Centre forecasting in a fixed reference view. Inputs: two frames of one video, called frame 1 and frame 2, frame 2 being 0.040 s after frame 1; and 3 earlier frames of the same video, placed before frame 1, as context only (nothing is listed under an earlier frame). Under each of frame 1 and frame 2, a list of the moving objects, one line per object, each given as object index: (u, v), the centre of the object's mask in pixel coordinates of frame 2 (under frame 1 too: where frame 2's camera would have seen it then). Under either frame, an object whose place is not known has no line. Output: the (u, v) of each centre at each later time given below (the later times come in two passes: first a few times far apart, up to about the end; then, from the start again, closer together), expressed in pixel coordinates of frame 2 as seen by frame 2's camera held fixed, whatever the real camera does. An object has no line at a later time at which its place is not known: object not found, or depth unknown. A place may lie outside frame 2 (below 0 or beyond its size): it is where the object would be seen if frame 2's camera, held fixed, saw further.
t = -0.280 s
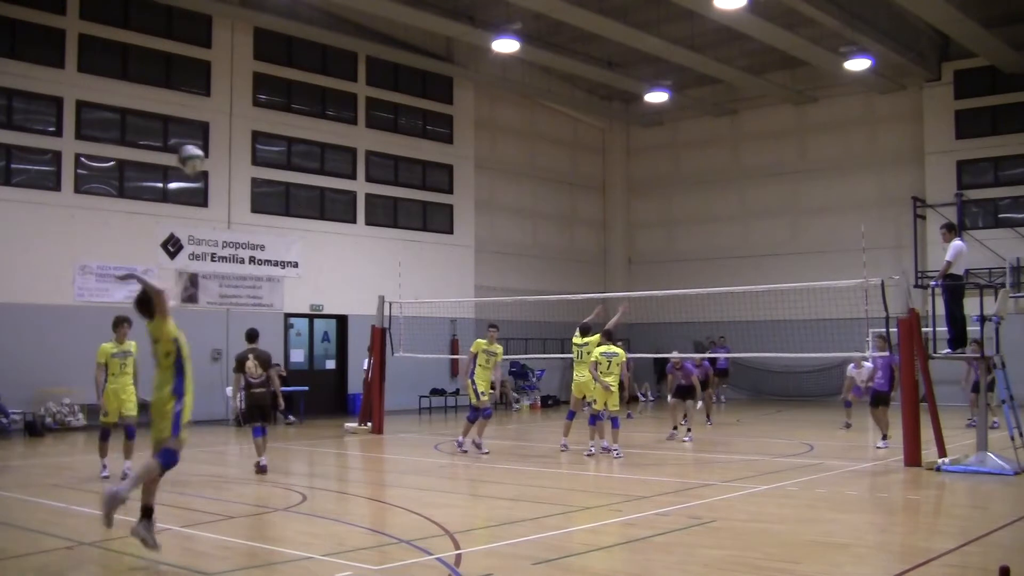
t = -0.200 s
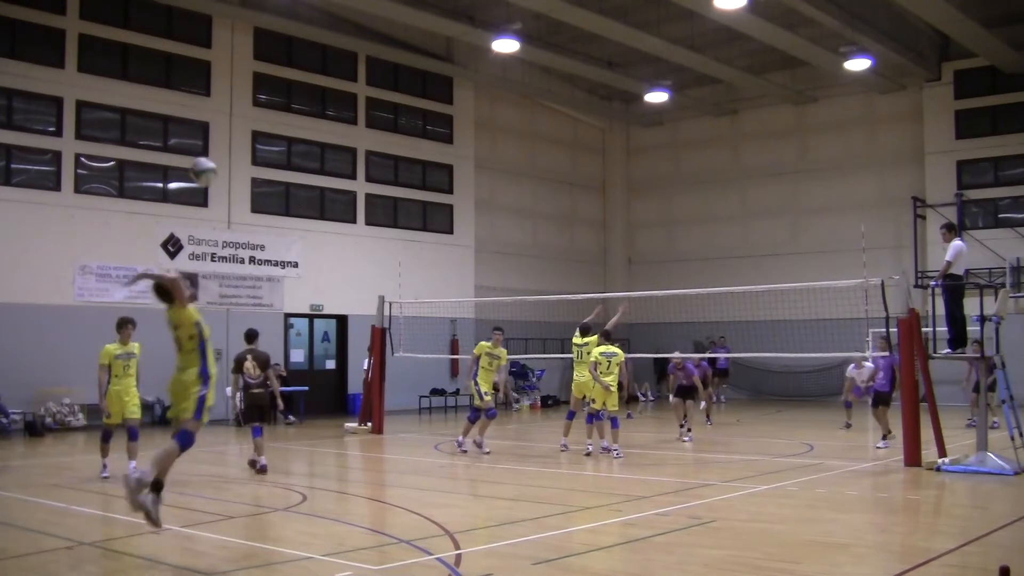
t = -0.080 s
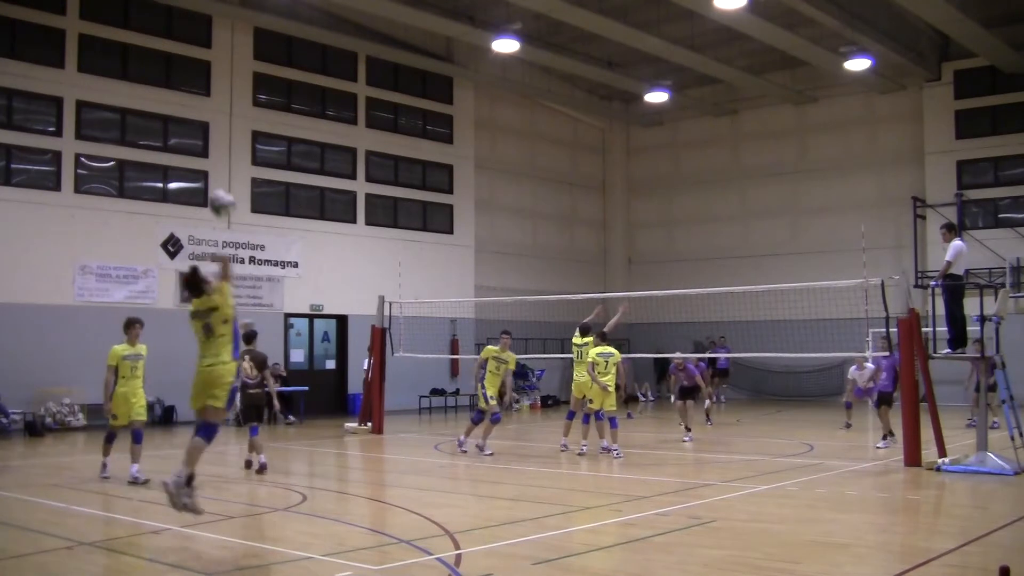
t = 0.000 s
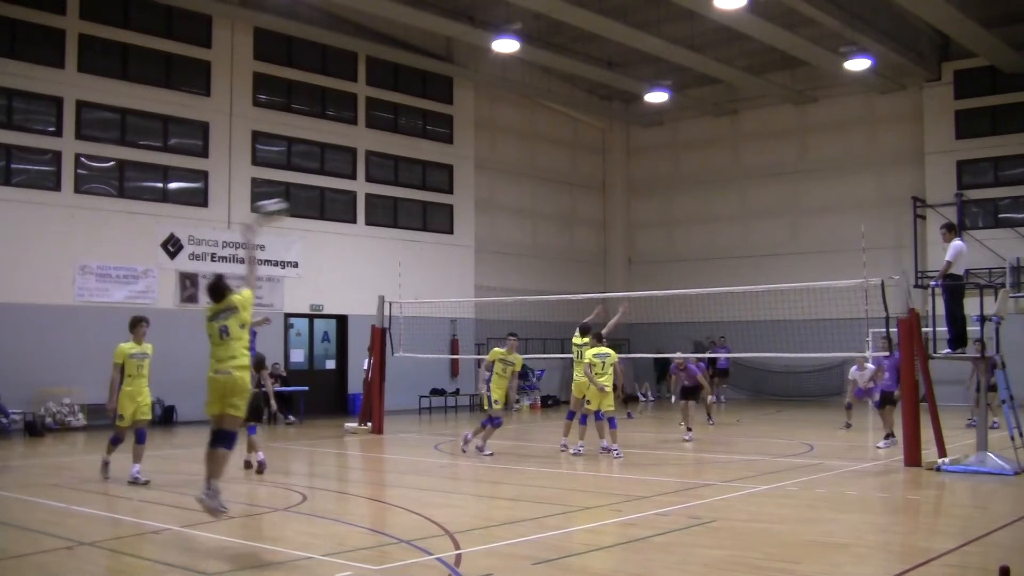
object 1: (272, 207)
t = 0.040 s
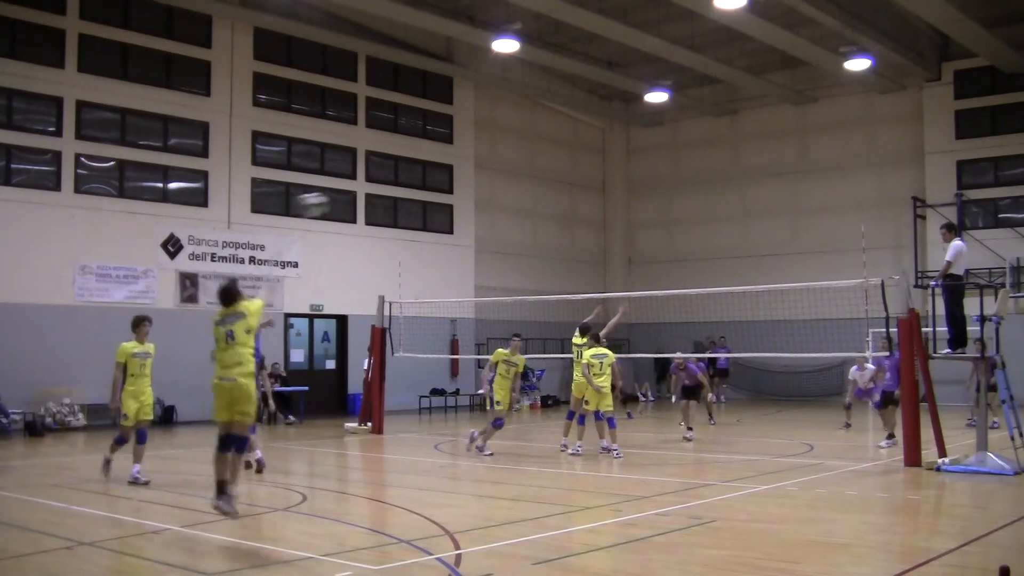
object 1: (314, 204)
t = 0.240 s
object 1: (459, 191)
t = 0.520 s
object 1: (580, 229)
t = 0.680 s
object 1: (627, 262)
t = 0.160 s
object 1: (410, 194)
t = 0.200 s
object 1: (435, 193)
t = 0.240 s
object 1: (459, 191)
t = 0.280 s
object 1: (482, 196)
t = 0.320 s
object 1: (501, 199)
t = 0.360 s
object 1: (520, 204)
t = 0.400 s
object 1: (537, 209)
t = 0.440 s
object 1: (553, 215)
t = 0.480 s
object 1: (567, 222)
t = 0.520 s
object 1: (580, 229)
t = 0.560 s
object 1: (593, 236)
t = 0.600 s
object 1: (604, 245)
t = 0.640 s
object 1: (615, 253)
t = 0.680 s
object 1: (627, 262)
